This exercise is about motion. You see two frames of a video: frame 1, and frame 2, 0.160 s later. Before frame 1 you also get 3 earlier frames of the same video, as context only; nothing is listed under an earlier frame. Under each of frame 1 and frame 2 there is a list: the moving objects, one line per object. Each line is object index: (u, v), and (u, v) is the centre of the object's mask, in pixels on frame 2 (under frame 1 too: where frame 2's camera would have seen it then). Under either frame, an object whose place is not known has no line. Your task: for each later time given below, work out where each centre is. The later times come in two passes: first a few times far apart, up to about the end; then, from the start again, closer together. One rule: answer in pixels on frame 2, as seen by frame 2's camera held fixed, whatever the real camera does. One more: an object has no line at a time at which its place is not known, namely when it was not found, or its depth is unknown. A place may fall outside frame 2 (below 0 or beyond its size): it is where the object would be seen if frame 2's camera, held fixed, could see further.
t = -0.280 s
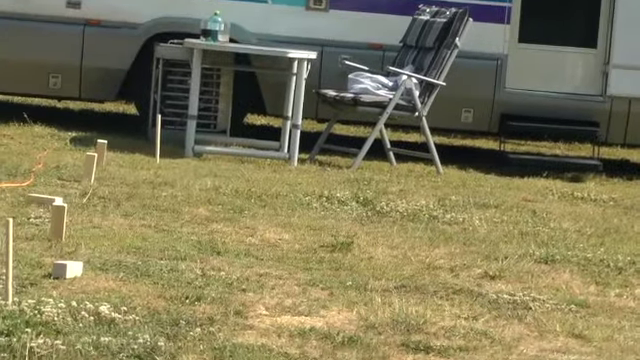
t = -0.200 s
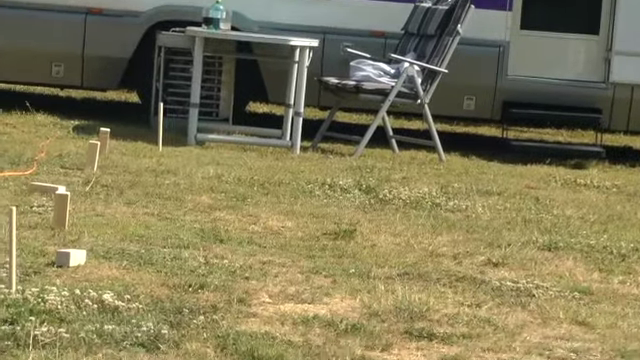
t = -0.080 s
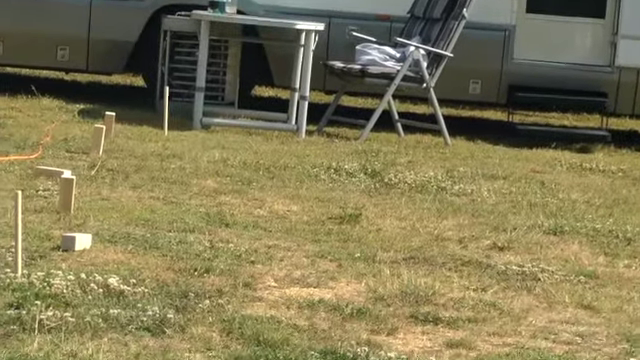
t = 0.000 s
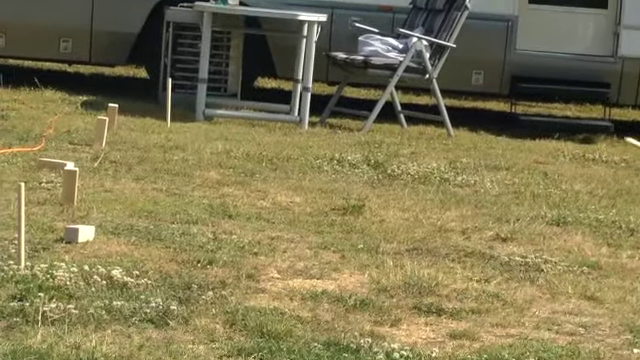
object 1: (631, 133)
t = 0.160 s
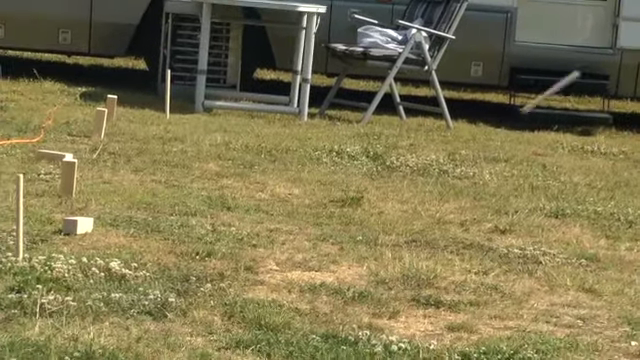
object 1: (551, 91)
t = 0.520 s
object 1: (316, 185)
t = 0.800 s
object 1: (270, 191)
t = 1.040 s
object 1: (245, 194)
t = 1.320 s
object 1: (230, 198)
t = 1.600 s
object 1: (227, 199)
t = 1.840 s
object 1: (231, 200)
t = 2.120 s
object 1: (231, 201)
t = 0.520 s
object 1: (316, 185)
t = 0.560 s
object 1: (307, 180)
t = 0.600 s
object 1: (300, 175)
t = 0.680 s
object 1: (289, 176)
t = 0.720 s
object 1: (280, 183)
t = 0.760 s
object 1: (274, 191)
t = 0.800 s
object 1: (270, 191)
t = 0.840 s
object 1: (265, 191)
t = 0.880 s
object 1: (261, 195)
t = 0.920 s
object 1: (256, 195)
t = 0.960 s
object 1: (253, 196)
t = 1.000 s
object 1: (249, 194)
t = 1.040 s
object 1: (245, 194)
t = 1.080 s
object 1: (240, 196)
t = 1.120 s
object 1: (238, 197)
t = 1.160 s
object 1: (238, 197)
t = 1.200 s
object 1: (235, 197)
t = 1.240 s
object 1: (234, 197)
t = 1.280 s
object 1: (233, 198)
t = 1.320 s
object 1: (230, 198)
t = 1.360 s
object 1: (229, 199)
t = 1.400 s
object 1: (228, 199)
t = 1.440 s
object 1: (226, 199)
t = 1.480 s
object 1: (226, 198)
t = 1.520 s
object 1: (227, 199)
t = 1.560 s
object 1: (227, 199)
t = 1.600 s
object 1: (227, 199)
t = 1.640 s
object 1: (228, 199)
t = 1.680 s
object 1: (228, 199)
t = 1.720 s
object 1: (229, 200)
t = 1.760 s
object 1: (229, 200)
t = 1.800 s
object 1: (230, 200)
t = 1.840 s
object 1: (231, 200)
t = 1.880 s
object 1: (231, 200)
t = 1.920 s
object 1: (230, 200)
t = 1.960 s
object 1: (230, 200)
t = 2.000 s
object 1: (230, 200)
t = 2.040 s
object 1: (230, 200)
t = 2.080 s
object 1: (230, 200)
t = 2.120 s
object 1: (231, 201)
